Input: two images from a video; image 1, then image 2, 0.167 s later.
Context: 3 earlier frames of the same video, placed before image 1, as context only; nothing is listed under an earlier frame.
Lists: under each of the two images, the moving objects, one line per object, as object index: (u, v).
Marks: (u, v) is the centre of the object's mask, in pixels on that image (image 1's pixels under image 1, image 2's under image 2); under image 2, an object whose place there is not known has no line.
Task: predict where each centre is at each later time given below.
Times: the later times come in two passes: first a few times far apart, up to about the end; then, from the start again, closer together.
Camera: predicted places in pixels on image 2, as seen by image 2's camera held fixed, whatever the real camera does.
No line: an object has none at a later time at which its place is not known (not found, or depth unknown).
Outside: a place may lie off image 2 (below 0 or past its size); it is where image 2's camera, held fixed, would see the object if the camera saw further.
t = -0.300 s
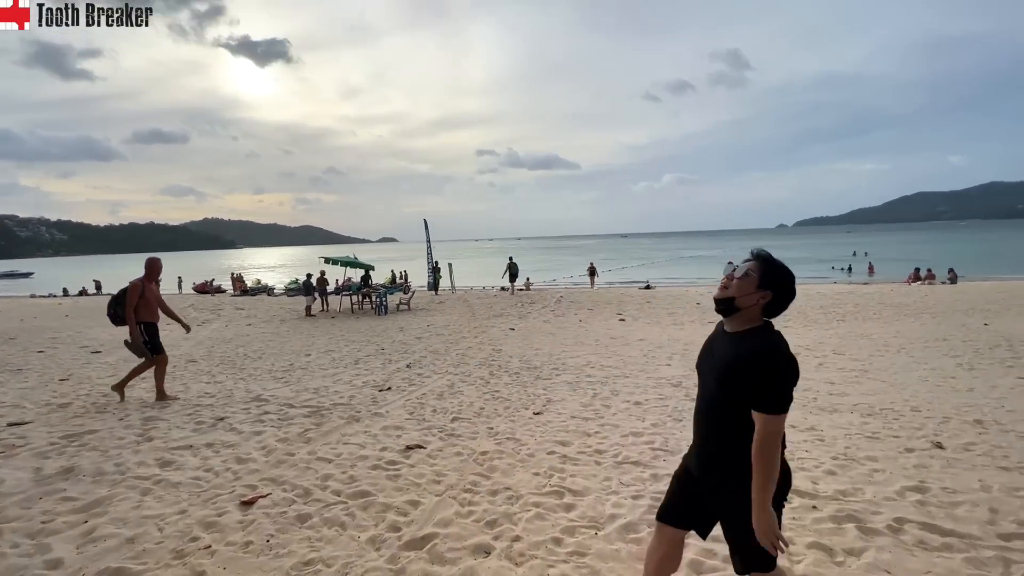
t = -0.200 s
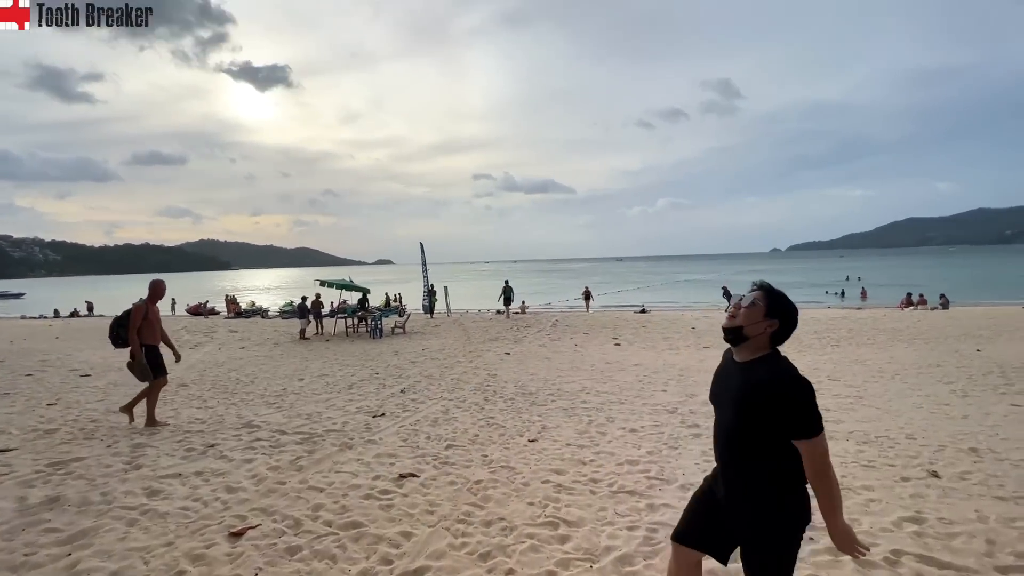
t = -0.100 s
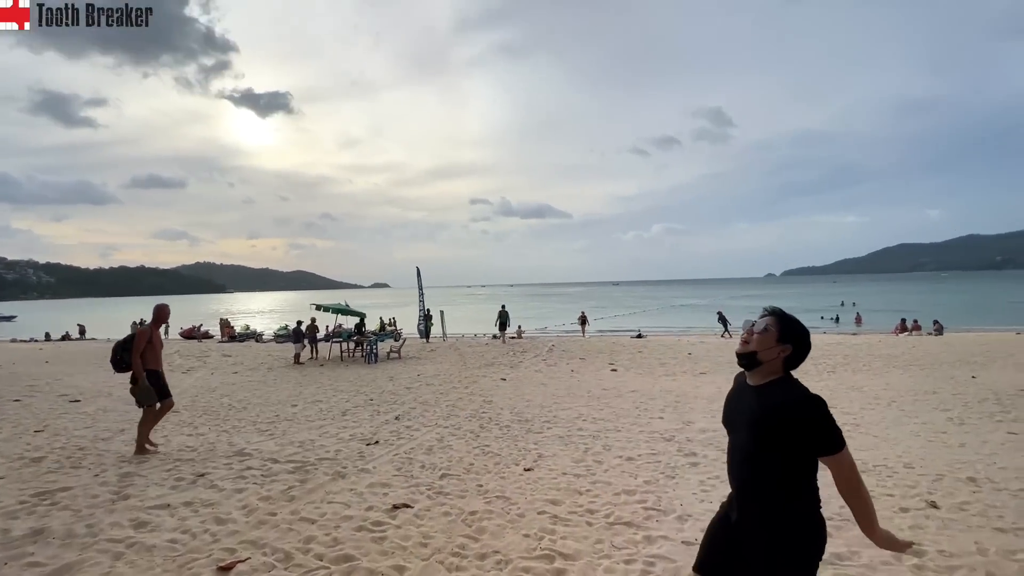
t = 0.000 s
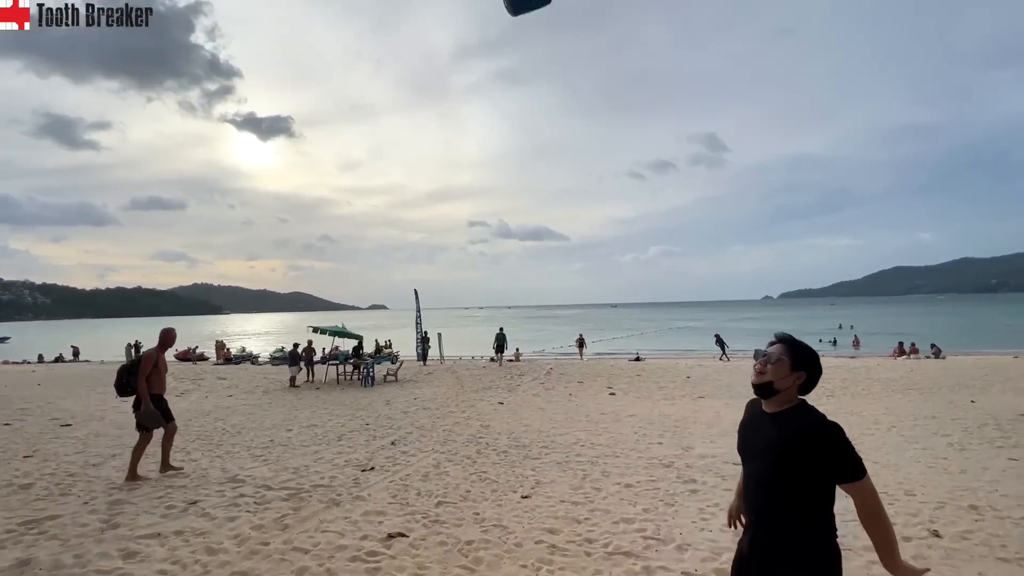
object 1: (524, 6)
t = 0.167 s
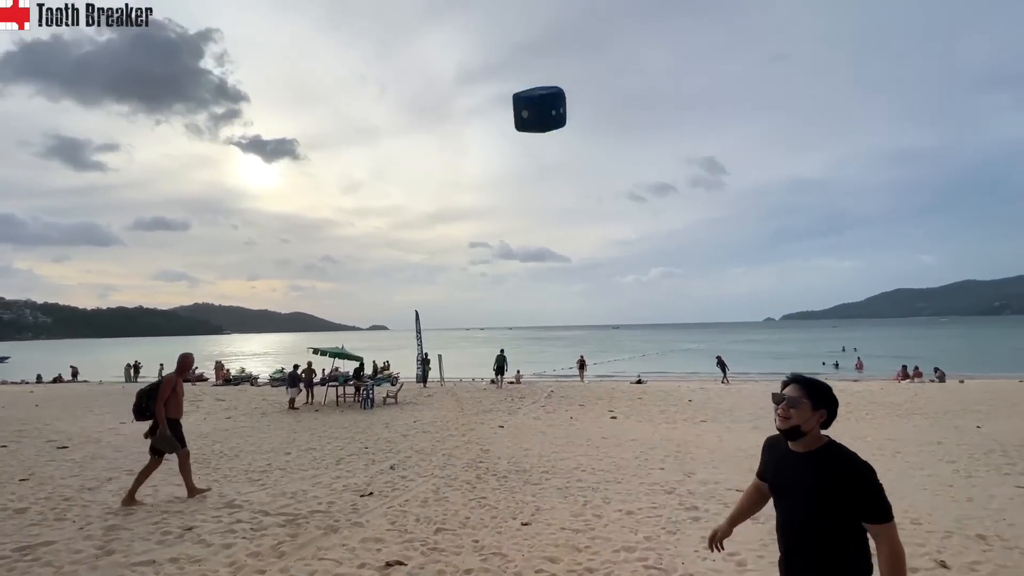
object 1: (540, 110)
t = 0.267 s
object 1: (546, 174)
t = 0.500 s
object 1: (542, 339)
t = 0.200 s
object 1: (542, 130)
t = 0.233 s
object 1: (544, 152)
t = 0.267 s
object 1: (546, 174)
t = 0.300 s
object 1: (547, 197)
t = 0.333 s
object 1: (547, 220)
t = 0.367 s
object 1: (549, 244)
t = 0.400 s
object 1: (549, 269)
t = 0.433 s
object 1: (548, 293)
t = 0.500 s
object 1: (542, 339)
